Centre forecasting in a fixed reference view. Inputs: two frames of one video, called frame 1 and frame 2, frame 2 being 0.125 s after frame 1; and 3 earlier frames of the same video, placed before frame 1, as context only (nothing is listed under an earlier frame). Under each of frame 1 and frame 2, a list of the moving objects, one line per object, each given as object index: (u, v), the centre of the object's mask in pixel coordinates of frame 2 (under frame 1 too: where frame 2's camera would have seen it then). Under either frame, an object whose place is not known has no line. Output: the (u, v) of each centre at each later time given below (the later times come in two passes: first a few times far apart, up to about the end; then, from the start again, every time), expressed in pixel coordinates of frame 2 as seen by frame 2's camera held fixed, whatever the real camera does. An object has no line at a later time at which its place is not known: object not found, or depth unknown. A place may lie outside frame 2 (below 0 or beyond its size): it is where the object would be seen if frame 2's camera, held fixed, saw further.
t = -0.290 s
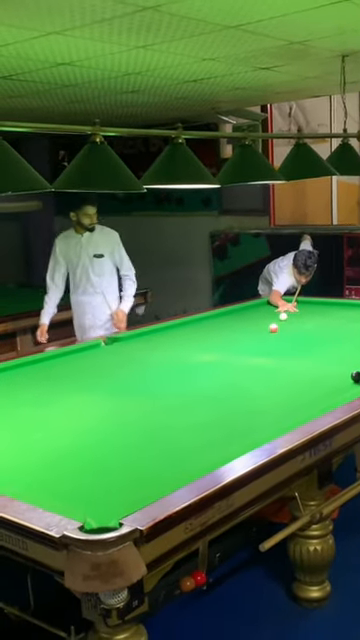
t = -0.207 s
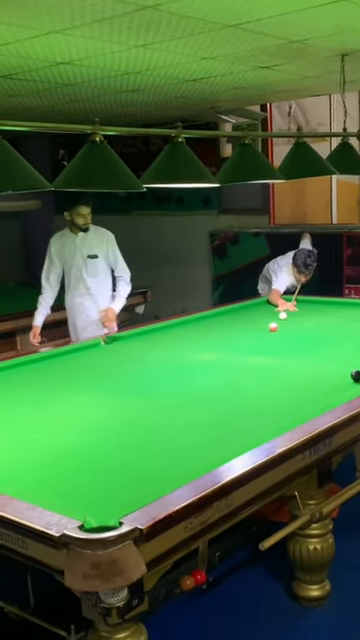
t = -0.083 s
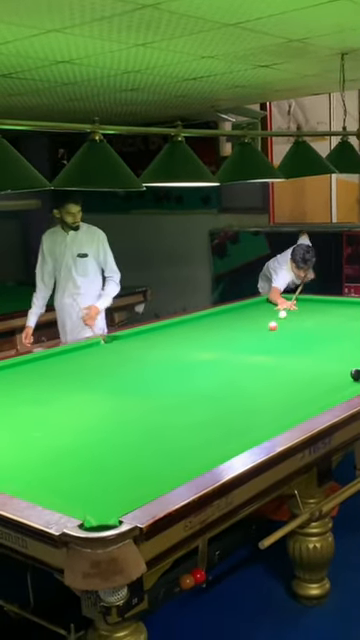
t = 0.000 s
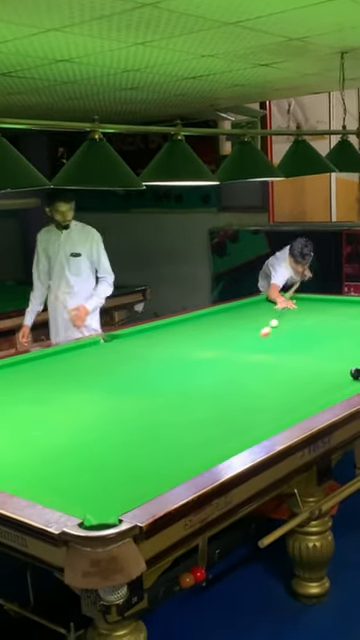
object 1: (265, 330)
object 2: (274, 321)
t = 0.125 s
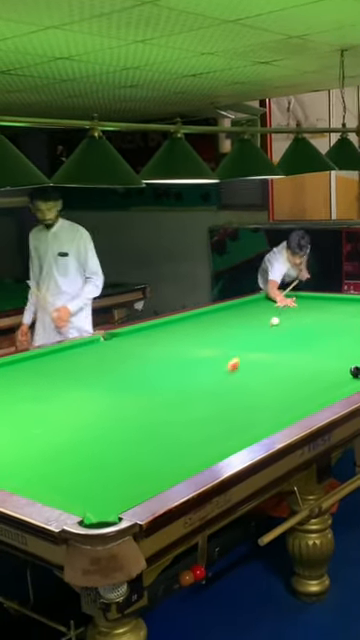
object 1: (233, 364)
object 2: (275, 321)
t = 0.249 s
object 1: (187, 414)
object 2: (277, 319)
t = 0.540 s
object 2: (283, 314)
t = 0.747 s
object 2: (287, 310)
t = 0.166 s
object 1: (220, 379)
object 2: (275, 320)
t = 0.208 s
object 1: (204, 395)
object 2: (276, 320)
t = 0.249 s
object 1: (187, 414)
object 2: (277, 319)
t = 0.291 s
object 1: (167, 435)
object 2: (278, 318)
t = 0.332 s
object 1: (144, 461)
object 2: (279, 317)
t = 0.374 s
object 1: (115, 493)
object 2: (280, 316)
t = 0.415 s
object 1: (95, 521)
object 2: (281, 315)
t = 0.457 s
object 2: (281, 315)
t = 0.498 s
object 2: (282, 314)
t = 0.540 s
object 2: (283, 314)
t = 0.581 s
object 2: (284, 313)
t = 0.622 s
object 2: (285, 312)
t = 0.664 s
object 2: (286, 311)
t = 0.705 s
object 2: (287, 311)
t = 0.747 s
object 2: (287, 310)
